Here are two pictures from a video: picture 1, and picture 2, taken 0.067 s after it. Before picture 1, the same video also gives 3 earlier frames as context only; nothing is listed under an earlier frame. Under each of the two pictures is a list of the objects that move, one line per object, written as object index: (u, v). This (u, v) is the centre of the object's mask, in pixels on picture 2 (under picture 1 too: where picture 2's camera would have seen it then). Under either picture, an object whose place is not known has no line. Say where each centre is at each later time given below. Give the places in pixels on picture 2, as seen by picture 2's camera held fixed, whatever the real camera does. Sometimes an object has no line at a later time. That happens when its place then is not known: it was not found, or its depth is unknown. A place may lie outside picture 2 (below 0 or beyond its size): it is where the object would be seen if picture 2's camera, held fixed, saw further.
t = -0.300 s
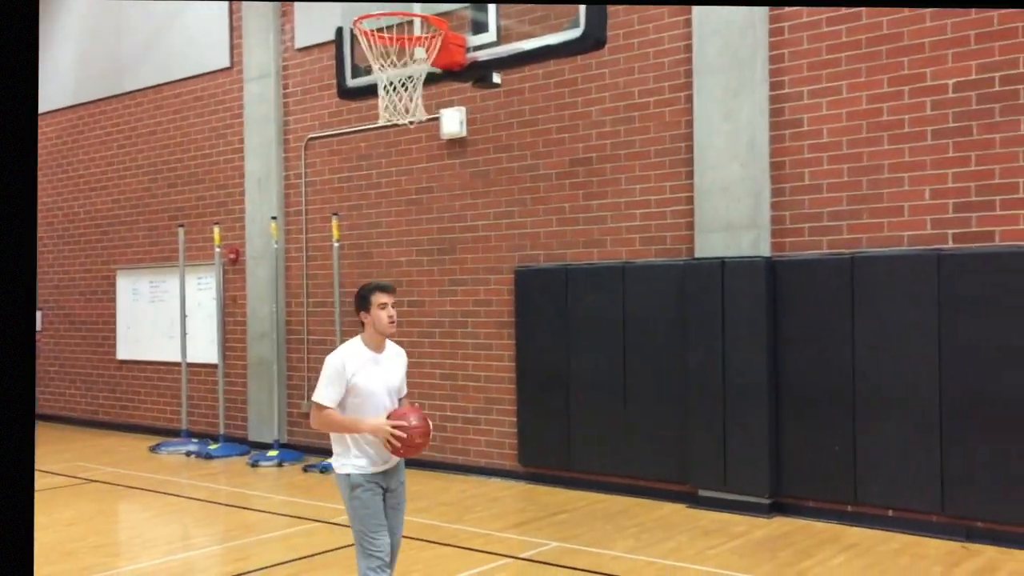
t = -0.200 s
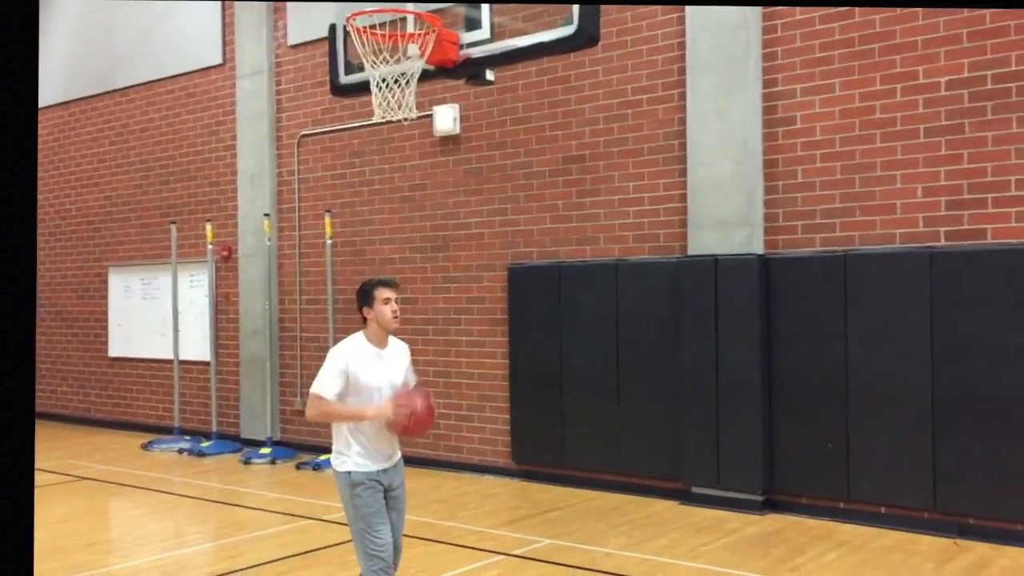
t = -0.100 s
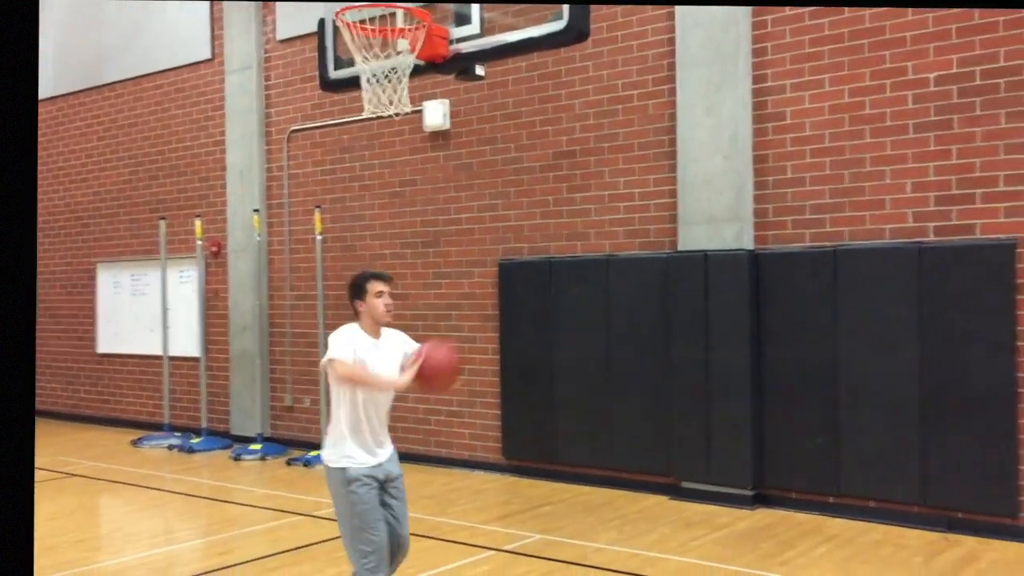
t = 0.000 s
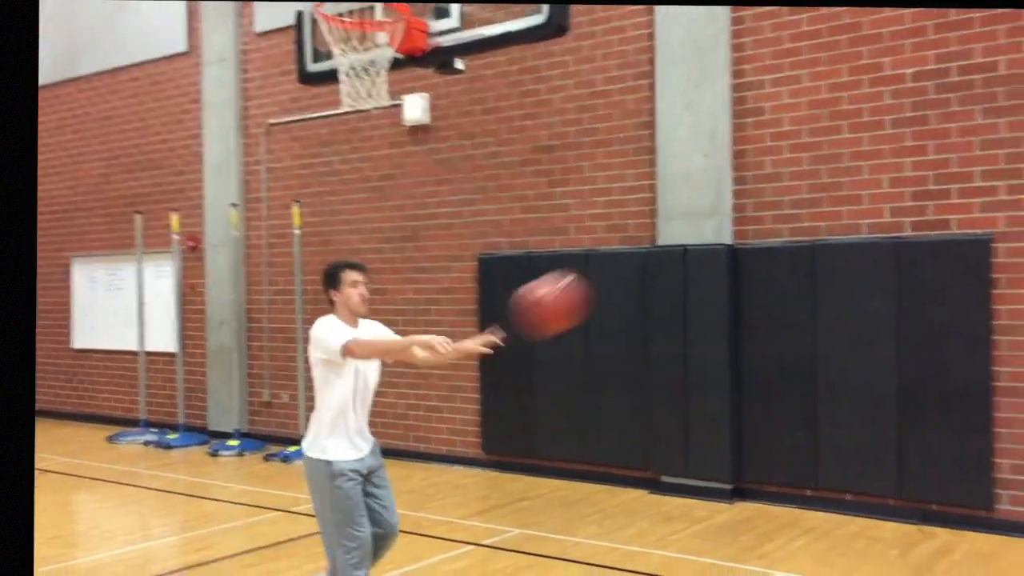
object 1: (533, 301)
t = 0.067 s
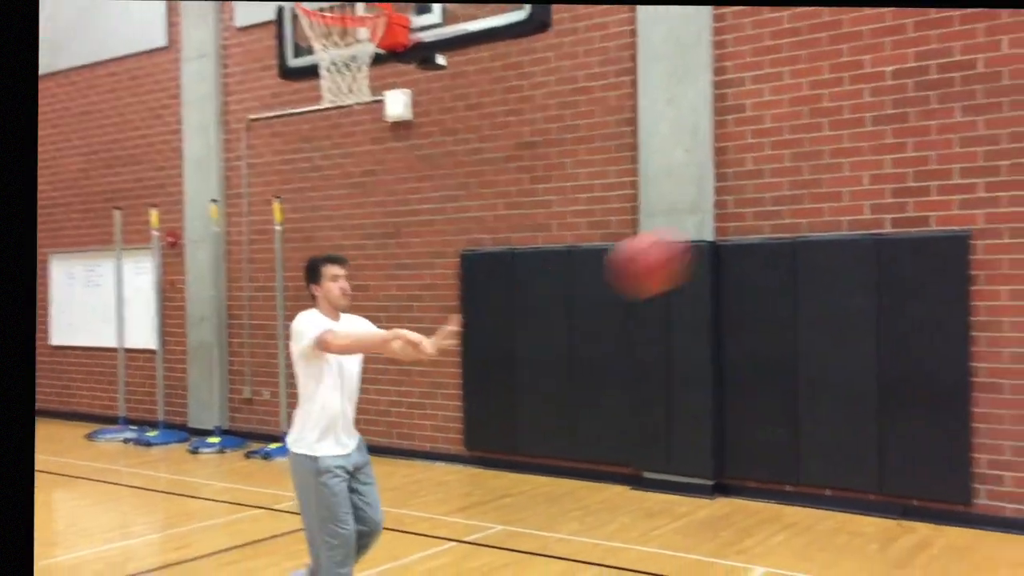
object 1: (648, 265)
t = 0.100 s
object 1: (715, 247)
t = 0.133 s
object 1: (788, 231)
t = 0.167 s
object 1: (867, 215)
